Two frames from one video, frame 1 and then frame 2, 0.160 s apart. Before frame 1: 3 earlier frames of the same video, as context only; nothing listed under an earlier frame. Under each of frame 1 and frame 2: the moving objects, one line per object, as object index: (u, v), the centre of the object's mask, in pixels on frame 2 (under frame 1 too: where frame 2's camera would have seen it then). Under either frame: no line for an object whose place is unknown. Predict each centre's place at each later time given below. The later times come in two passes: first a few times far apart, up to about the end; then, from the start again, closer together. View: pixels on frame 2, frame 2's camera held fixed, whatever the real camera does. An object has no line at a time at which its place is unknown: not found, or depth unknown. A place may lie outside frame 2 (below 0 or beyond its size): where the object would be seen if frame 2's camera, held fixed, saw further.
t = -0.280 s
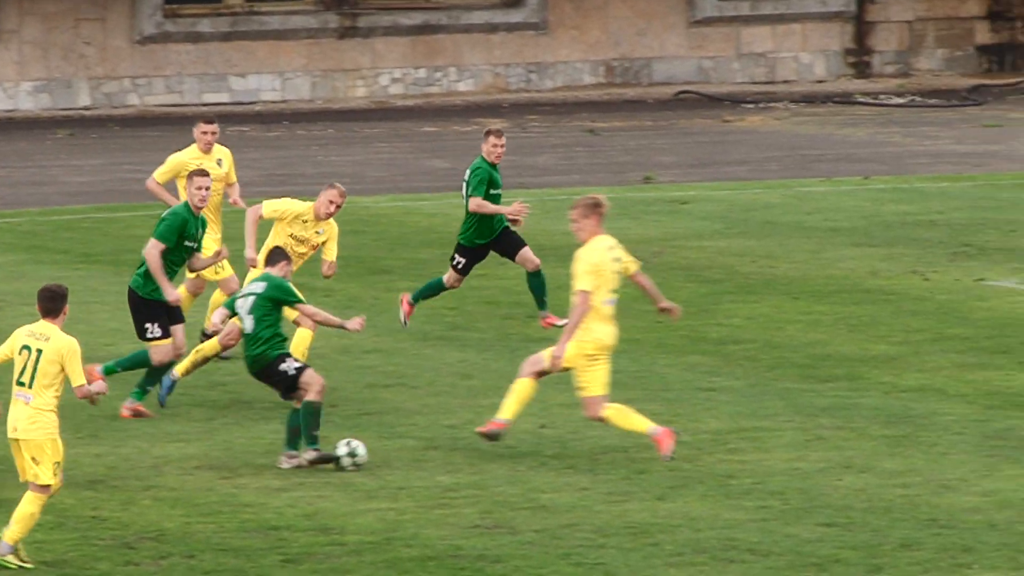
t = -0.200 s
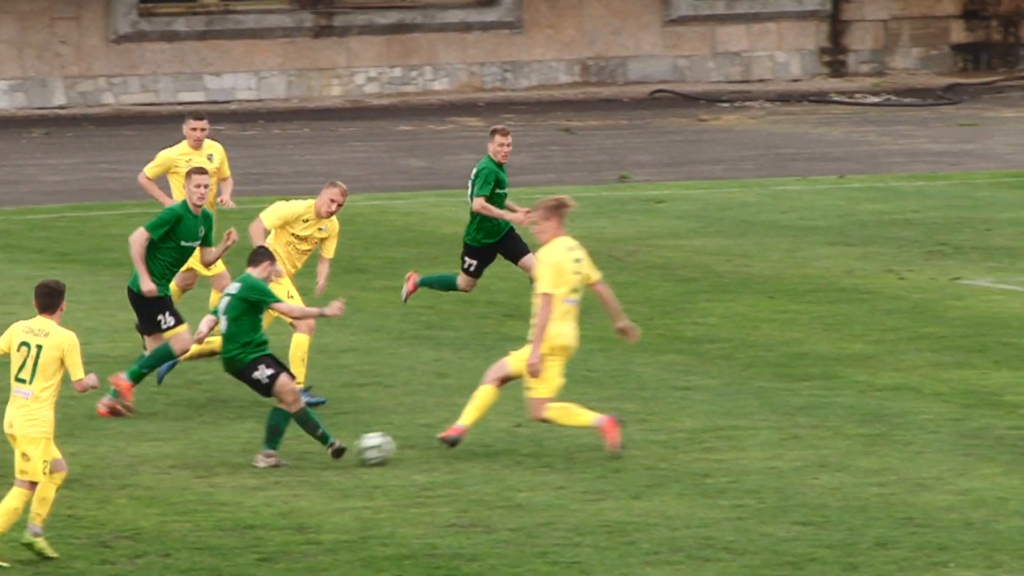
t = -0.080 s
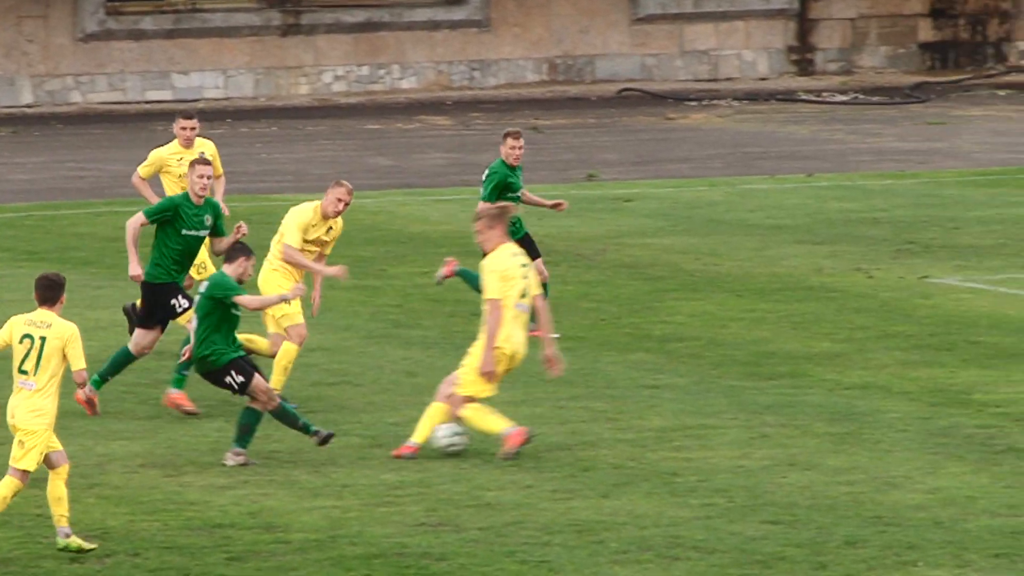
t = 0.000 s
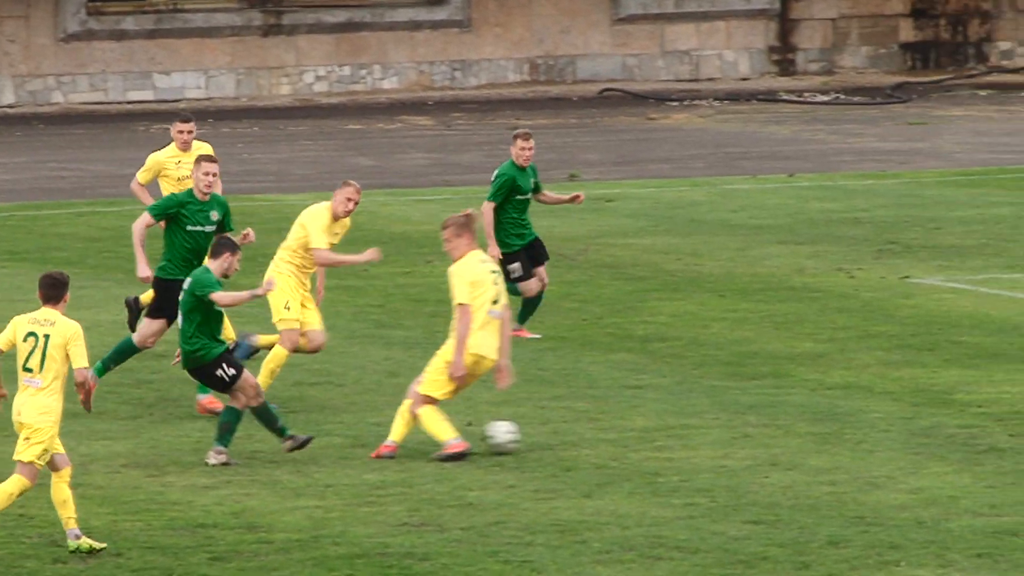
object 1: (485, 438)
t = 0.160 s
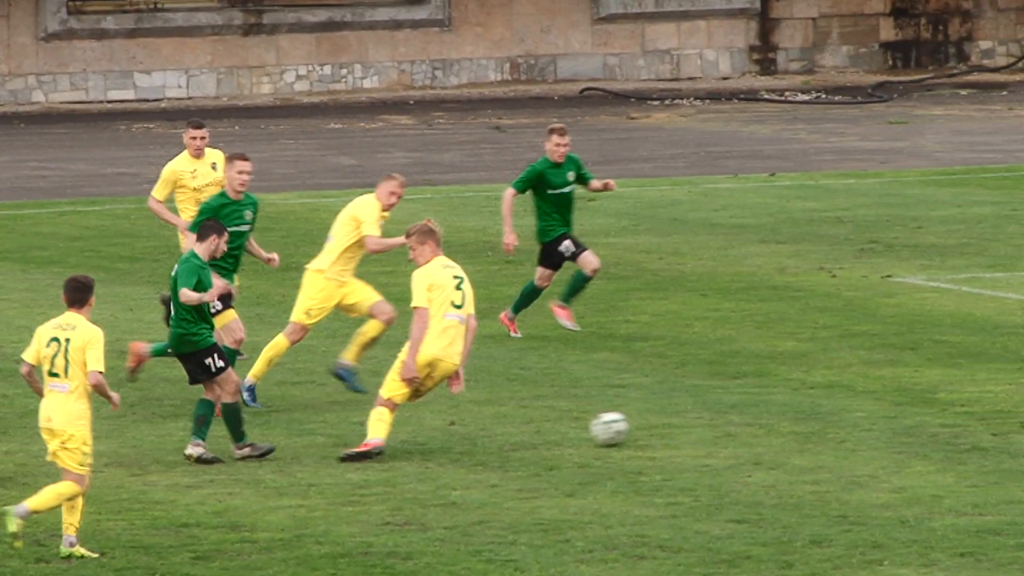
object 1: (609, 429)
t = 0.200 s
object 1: (640, 427)
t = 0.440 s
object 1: (813, 419)
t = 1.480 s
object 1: (1392, 377)
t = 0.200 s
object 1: (640, 427)
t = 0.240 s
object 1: (669, 424)
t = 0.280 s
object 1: (699, 423)
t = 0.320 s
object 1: (729, 423)
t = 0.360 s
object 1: (758, 422)
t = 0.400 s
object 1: (785, 421)
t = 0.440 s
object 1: (813, 419)
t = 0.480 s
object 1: (840, 417)
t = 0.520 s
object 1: (866, 415)
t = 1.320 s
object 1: (1312, 379)
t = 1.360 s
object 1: (1331, 377)
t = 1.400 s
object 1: (1351, 377)
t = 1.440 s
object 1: (1370, 377)
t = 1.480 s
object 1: (1392, 377)
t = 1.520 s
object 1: (1412, 378)
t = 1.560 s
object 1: (1430, 375)
